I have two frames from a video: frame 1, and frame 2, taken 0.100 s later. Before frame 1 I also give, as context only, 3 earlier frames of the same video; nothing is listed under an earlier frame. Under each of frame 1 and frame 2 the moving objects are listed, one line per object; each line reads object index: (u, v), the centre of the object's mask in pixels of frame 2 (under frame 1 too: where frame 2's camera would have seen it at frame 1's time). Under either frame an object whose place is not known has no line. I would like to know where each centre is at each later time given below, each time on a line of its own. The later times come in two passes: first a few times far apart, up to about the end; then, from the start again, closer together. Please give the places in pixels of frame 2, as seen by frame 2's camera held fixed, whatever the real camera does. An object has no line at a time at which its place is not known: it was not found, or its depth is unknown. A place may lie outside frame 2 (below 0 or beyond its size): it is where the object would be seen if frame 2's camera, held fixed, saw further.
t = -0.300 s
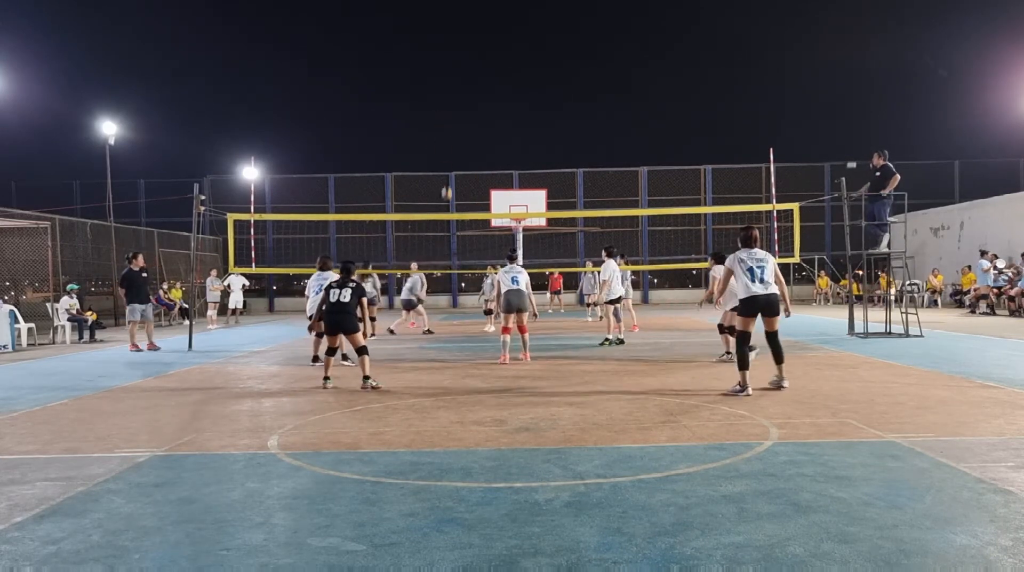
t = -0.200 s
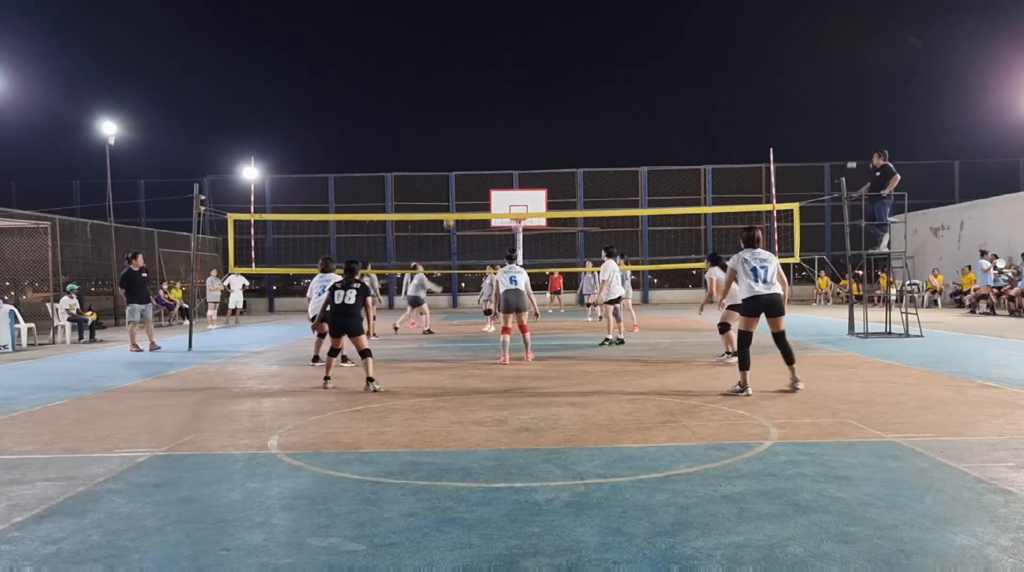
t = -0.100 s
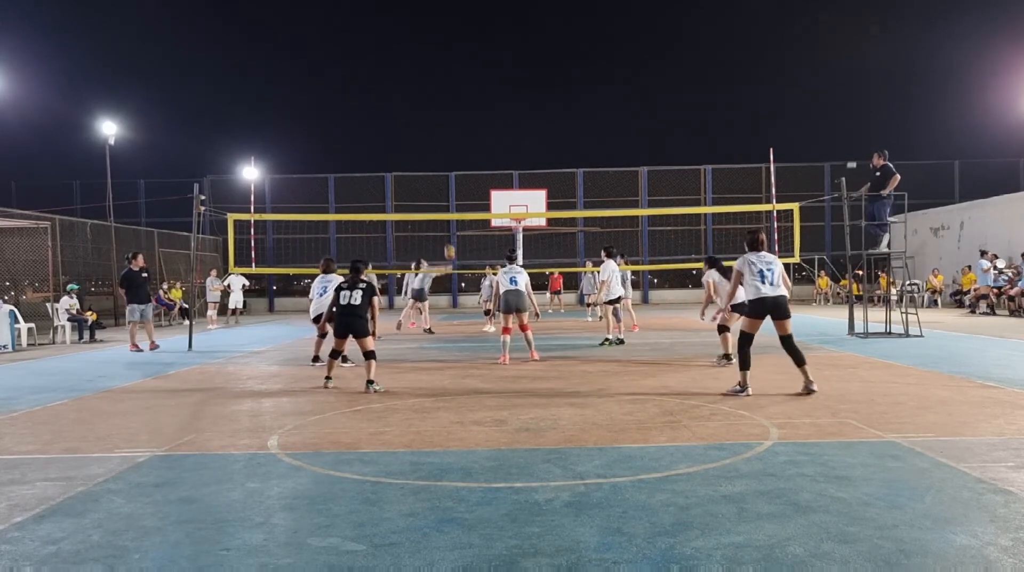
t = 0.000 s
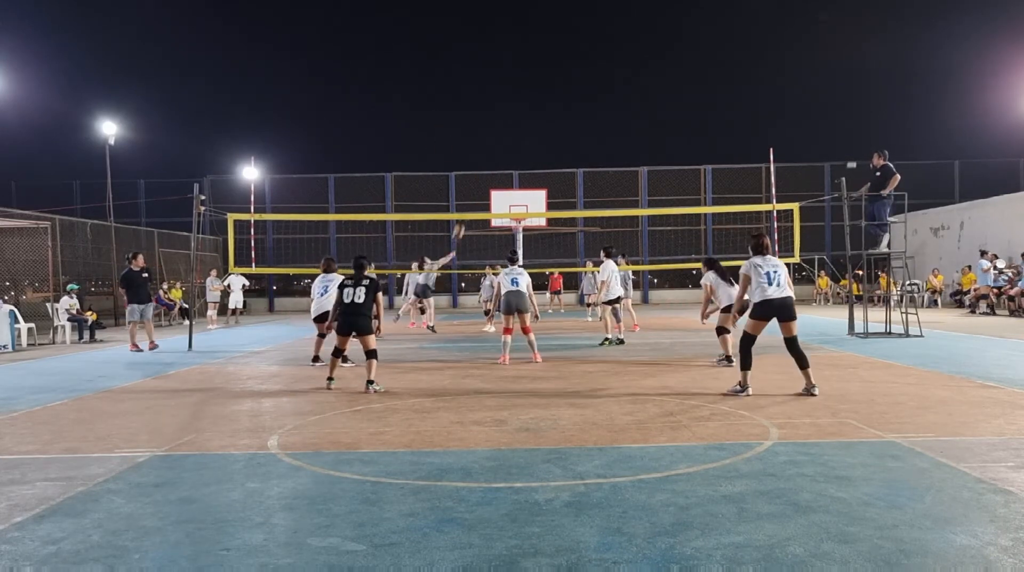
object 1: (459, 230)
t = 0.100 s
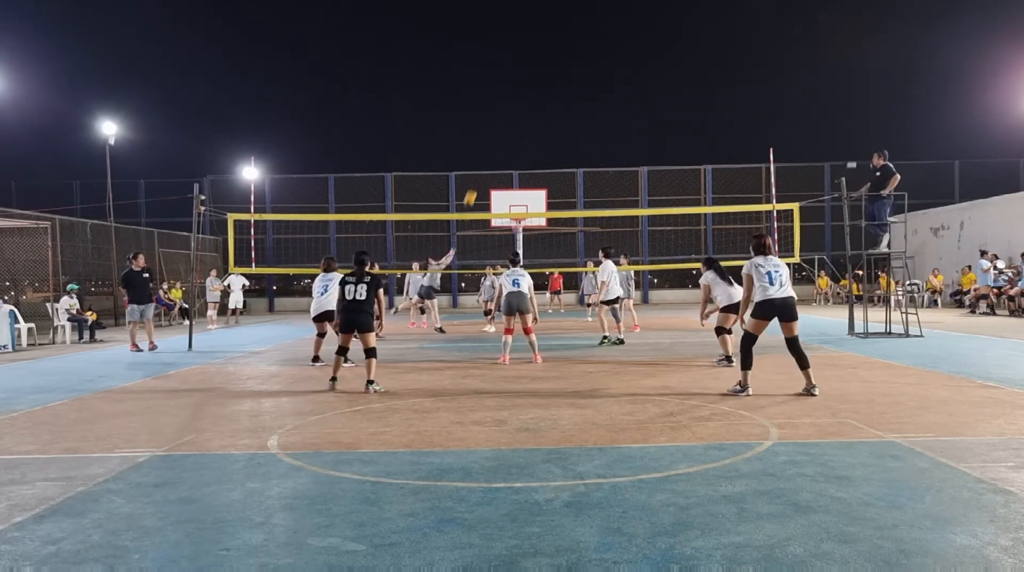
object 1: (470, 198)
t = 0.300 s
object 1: (495, 139)
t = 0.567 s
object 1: (533, 86)
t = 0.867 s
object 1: (582, 70)
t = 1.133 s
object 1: (634, 107)
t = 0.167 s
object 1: (478, 177)
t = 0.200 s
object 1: (482, 167)
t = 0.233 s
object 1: (486, 157)
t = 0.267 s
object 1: (491, 148)
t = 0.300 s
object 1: (495, 139)
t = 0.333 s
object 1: (499, 131)
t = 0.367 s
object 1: (504, 123)
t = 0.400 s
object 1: (508, 116)
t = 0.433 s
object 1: (513, 109)
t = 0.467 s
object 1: (518, 103)
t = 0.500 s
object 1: (523, 97)
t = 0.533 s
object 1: (528, 91)
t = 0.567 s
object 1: (533, 86)
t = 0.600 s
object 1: (538, 82)
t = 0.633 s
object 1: (543, 78)
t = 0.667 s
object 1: (548, 75)
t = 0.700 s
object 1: (554, 73)
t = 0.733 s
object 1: (559, 71)
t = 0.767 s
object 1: (565, 69)
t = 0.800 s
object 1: (571, 69)
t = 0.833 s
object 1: (576, 69)
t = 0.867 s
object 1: (582, 70)
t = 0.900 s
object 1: (588, 72)
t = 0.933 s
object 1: (594, 75)
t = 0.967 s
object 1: (601, 77)
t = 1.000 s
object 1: (607, 81)
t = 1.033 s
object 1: (614, 86)
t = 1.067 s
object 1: (621, 93)
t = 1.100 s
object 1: (627, 99)
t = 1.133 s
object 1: (634, 107)
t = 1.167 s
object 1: (641, 116)
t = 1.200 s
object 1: (648, 126)
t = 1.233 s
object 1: (656, 136)
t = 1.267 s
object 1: (663, 148)
